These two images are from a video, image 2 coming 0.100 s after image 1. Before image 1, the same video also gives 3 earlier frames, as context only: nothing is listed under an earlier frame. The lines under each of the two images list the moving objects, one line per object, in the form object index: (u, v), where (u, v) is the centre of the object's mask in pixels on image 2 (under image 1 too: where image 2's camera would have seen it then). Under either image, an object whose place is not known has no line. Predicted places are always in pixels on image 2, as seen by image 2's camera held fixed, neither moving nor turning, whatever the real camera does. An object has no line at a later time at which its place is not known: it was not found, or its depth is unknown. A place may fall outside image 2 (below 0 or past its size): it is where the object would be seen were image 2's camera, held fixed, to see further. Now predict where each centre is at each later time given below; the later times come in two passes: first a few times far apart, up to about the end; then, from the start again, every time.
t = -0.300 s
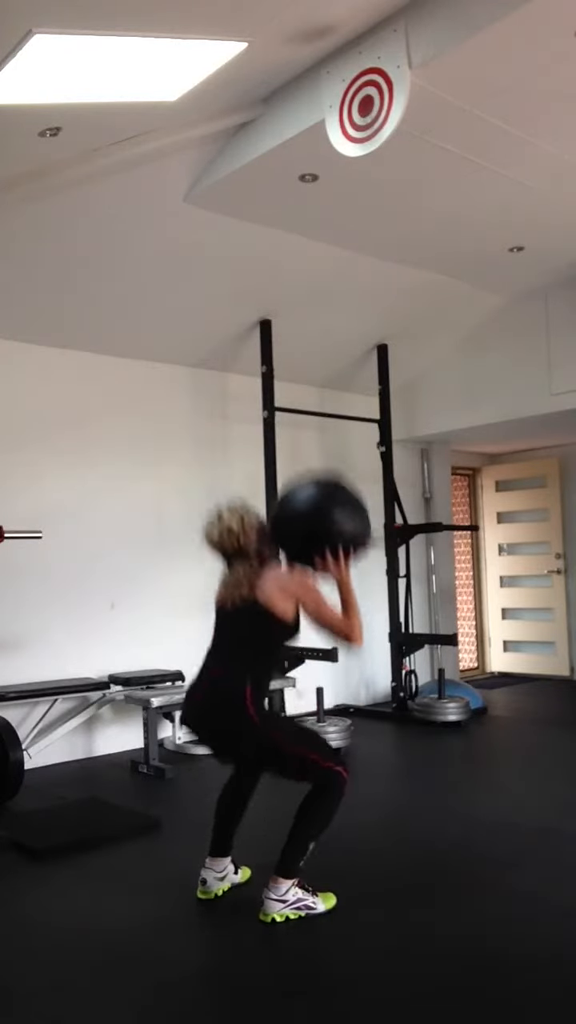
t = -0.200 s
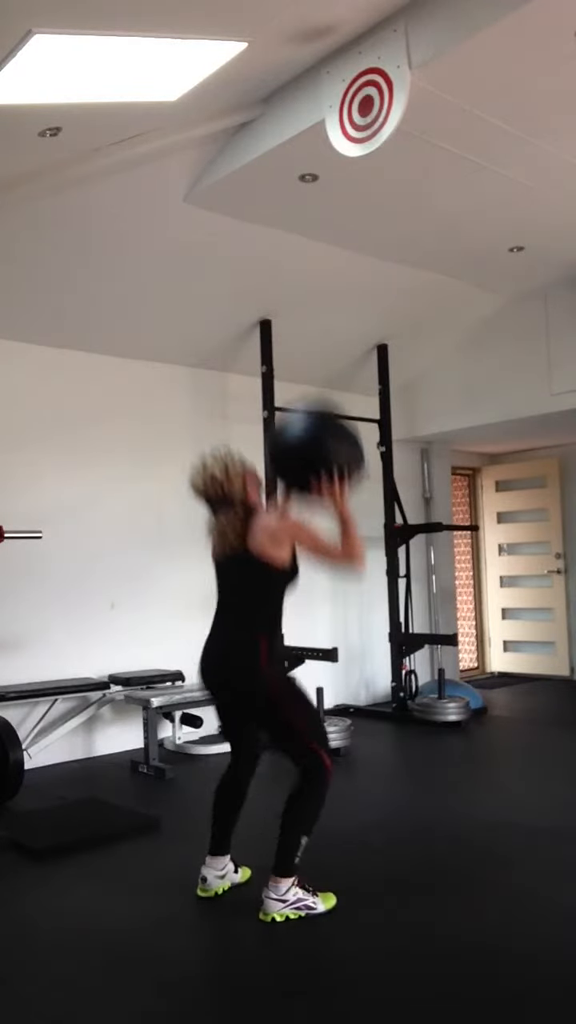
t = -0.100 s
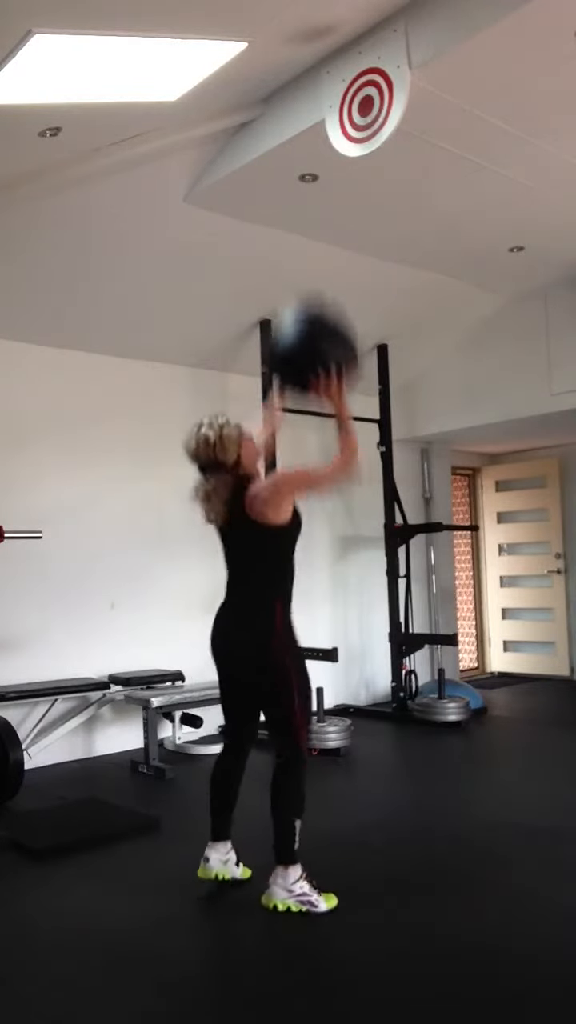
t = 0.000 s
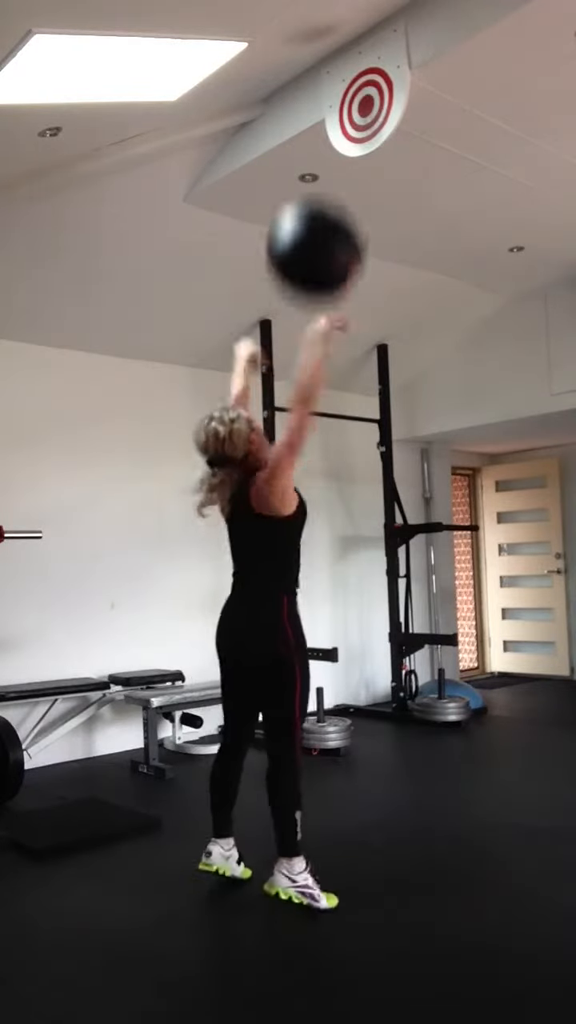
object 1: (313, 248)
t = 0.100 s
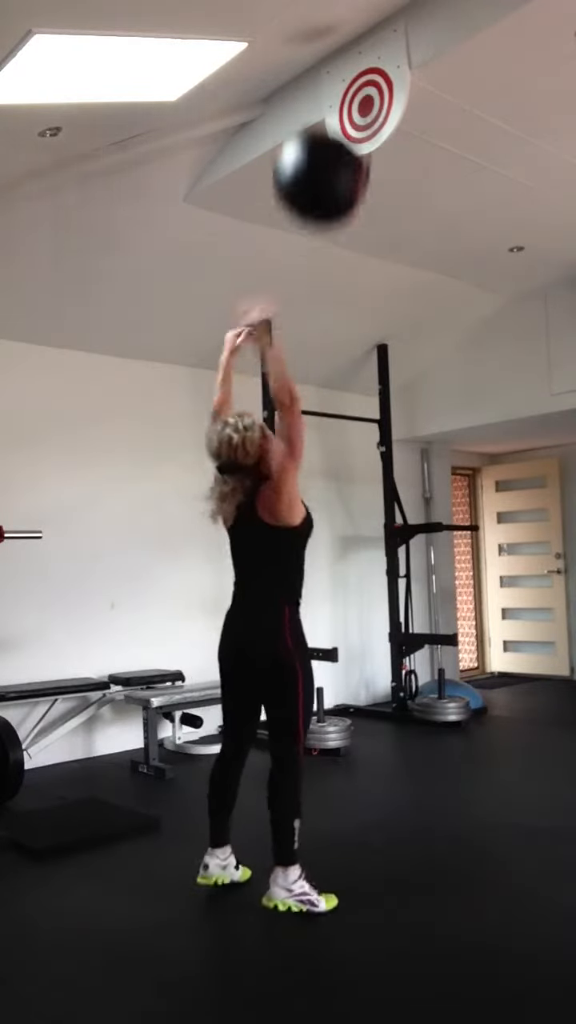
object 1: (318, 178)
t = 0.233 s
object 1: (327, 120)
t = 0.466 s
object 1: (322, 120)
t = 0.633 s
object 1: (311, 191)
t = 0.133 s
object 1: (321, 159)
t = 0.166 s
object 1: (323, 143)
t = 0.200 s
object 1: (325, 130)
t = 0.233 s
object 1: (327, 120)
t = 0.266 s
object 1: (329, 113)
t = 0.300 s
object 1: (331, 109)
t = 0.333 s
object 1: (332, 107)
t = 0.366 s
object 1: (332, 108)
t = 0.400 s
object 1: (329, 110)
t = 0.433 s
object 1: (325, 113)
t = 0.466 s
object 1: (322, 120)
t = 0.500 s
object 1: (319, 129)
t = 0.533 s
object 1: (315, 141)
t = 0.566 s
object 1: (313, 156)
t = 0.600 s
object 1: (308, 174)
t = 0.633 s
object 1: (311, 191)
